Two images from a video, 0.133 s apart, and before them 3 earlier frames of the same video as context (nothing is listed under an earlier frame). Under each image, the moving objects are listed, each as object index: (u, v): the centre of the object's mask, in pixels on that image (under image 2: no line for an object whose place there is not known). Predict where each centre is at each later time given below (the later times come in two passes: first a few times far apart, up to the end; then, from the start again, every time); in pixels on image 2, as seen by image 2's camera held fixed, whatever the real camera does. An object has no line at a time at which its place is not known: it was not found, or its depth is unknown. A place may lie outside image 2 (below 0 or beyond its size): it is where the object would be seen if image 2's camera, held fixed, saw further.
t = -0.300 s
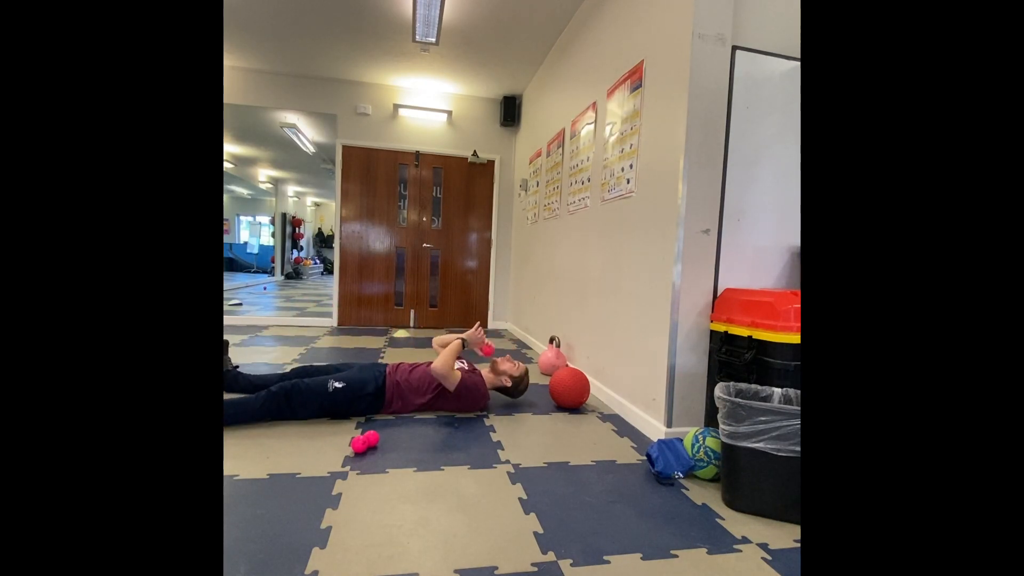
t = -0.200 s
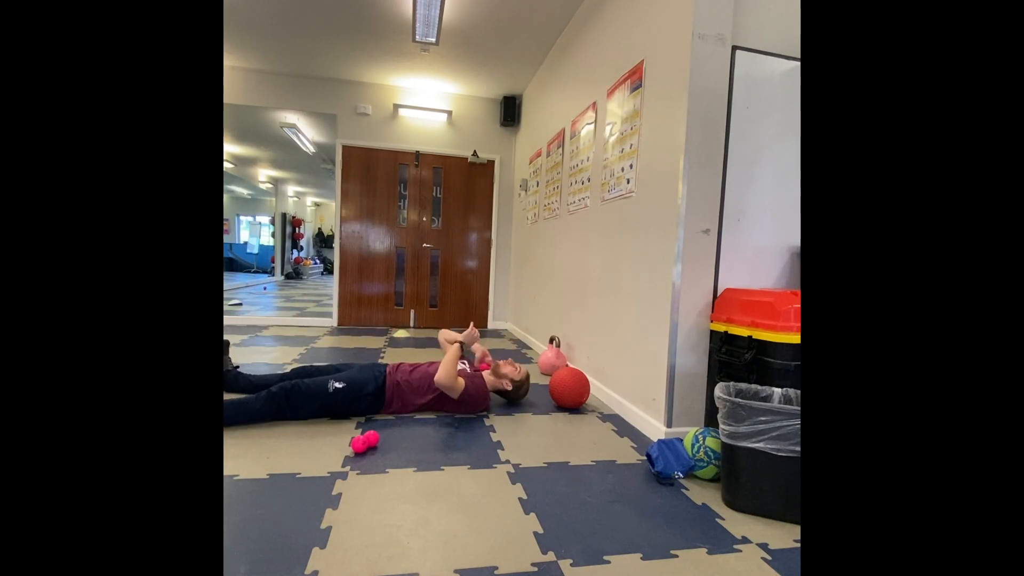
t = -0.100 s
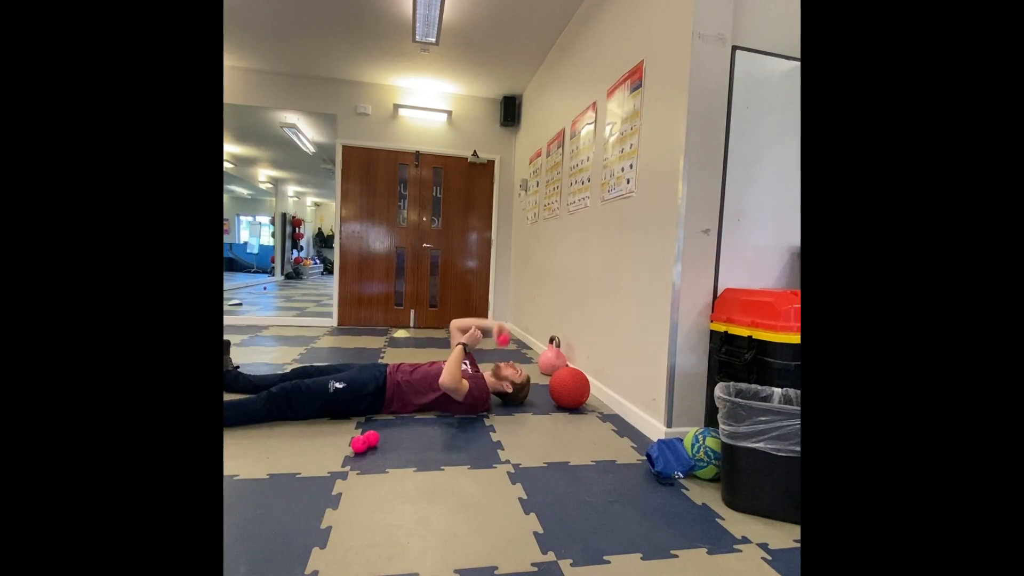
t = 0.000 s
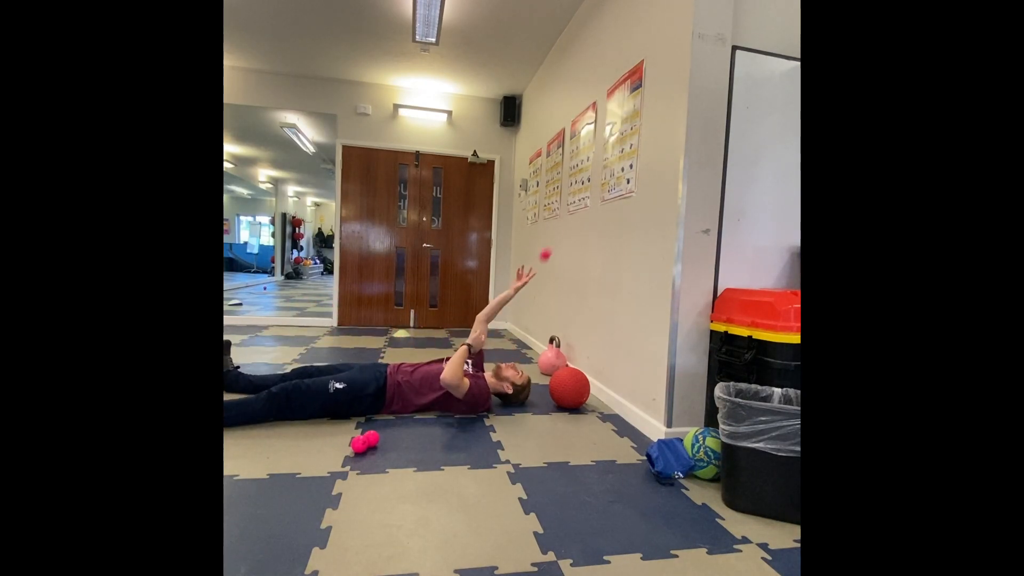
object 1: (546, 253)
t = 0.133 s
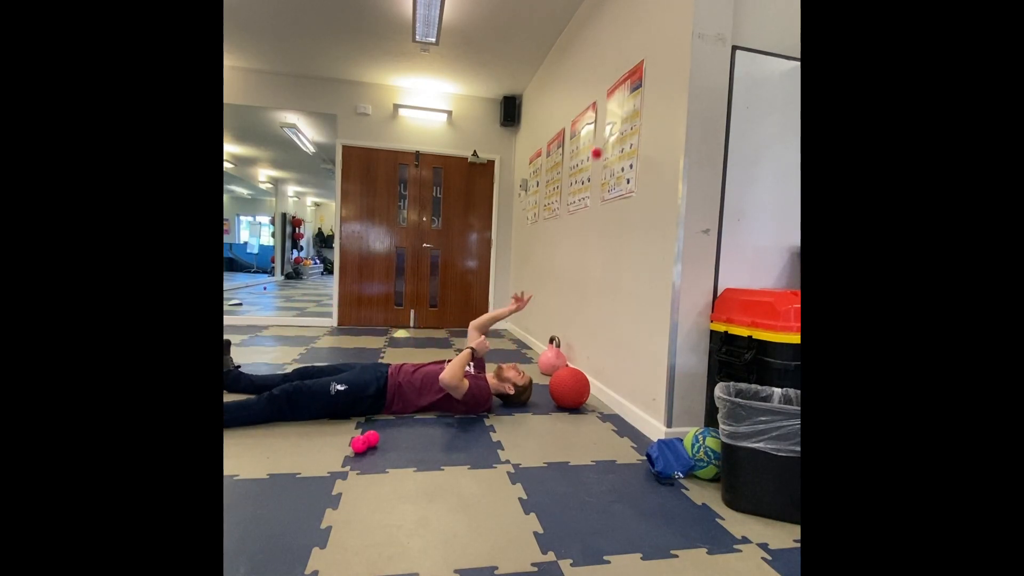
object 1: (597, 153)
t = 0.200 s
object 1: (612, 118)
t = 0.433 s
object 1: (583, 81)
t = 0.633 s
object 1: (553, 127)
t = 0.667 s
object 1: (548, 141)
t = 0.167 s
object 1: (609, 133)
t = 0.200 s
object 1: (612, 118)
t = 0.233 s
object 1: (608, 107)
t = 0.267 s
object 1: (604, 98)
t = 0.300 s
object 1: (600, 91)
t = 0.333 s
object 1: (596, 86)
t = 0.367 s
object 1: (592, 82)
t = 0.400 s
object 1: (587, 81)
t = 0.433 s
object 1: (583, 81)
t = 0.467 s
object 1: (578, 84)
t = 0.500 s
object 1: (574, 88)
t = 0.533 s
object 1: (569, 95)
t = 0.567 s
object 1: (564, 104)
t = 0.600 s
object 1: (558, 114)
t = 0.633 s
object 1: (553, 127)
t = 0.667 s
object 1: (548, 141)
